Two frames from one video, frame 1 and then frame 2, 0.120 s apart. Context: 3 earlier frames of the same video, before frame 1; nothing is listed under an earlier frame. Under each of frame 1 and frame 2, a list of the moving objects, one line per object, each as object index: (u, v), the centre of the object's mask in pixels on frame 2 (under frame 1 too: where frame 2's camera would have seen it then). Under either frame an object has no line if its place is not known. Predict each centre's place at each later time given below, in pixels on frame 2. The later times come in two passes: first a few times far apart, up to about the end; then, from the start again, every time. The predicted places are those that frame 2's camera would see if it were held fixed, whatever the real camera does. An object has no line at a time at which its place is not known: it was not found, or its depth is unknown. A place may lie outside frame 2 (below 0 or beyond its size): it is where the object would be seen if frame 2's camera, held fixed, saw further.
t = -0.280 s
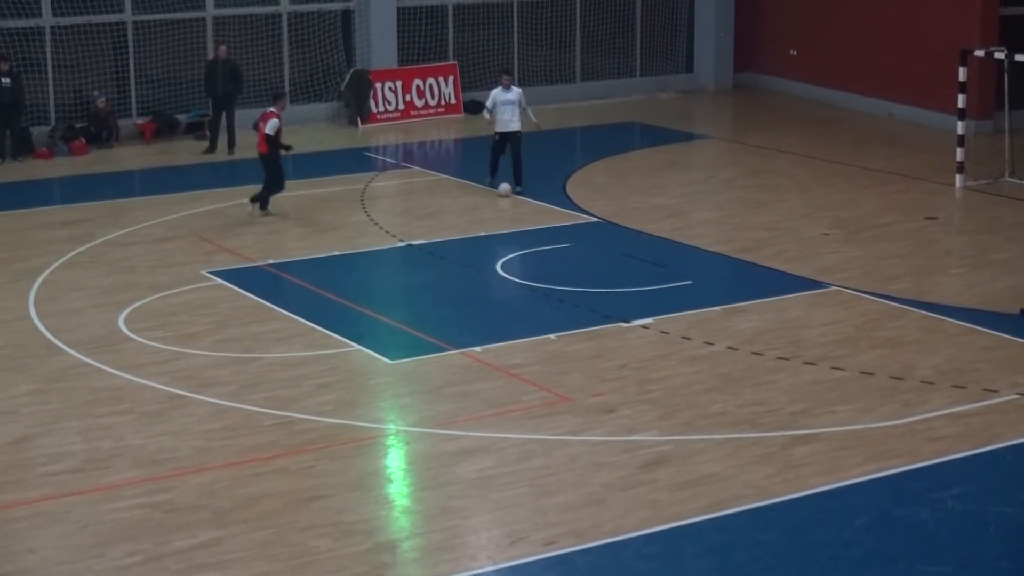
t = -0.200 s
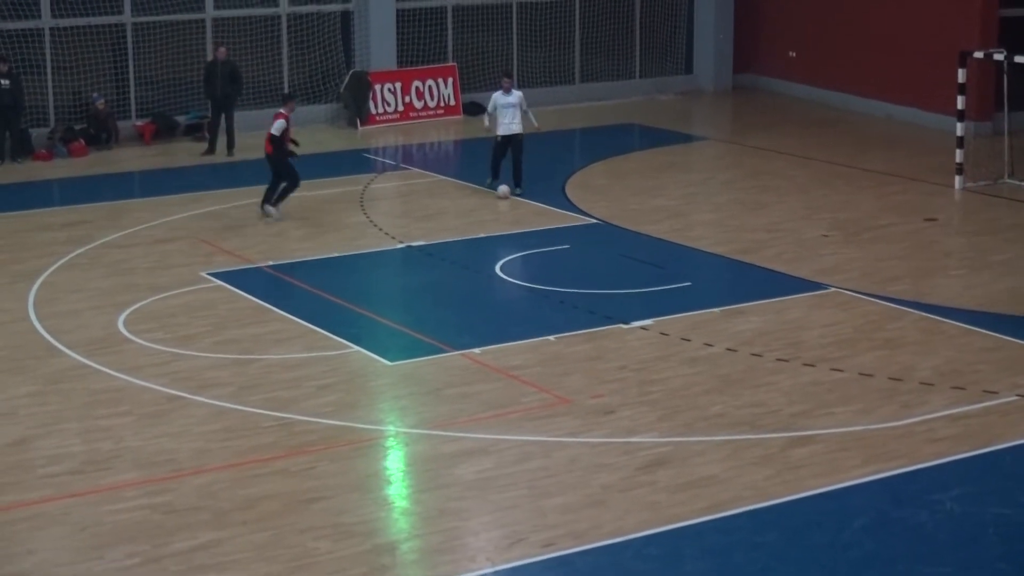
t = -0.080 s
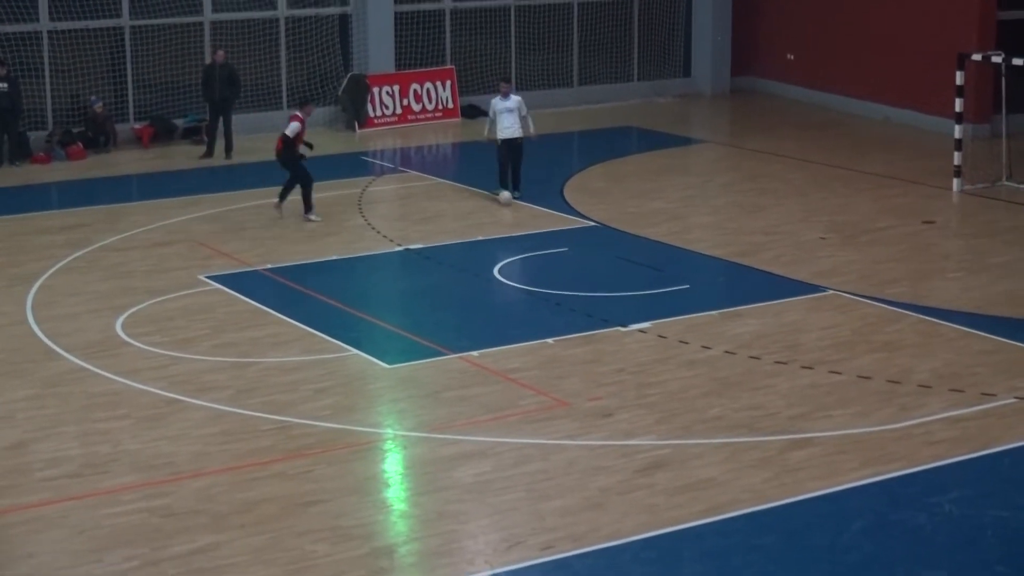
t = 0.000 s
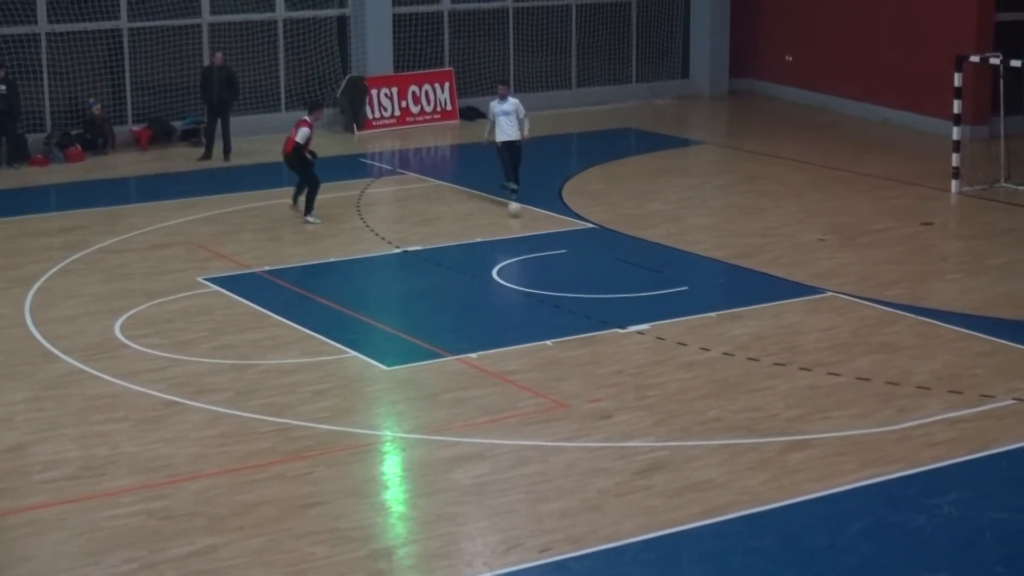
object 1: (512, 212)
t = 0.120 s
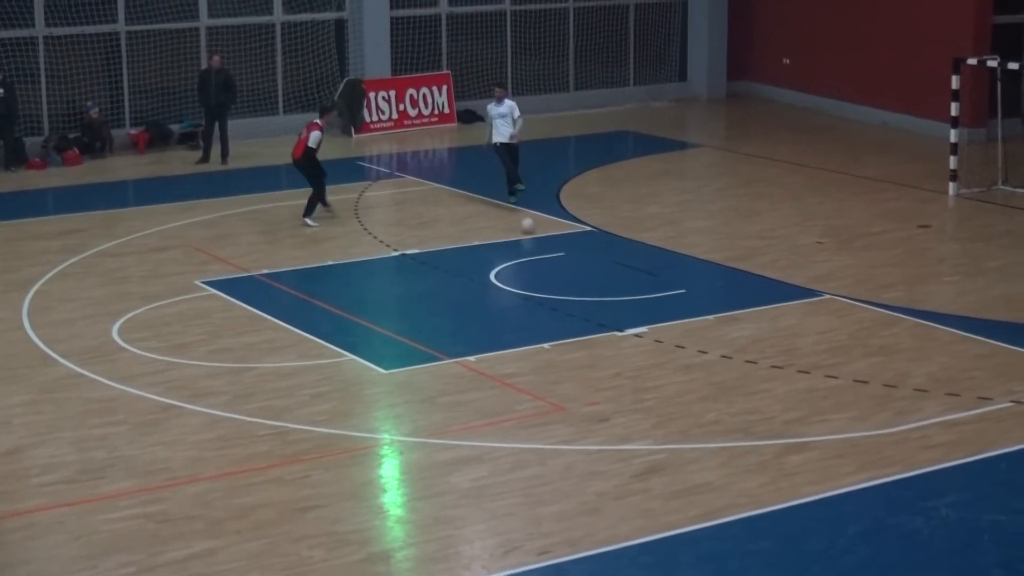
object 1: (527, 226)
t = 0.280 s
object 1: (548, 242)
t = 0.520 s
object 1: (578, 268)
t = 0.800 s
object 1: (615, 297)
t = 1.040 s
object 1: (650, 325)
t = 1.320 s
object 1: (695, 364)
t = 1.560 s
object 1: (740, 400)
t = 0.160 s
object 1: (533, 229)
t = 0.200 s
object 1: (538, 234)
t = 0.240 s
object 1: (543, 239)
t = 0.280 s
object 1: (548, 242)
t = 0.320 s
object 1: (553, 248)
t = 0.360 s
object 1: (559, 251)
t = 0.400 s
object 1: (563, 256)
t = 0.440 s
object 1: (568, 260)
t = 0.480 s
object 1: (573, 264)
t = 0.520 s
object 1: (578, 268)
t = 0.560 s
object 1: (583, 272)
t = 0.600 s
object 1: (588, 276)
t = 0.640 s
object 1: (593, 279)
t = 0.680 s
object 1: (598, 283)
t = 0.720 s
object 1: (605, 289)
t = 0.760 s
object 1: (609, 292)
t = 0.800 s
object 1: (615, 297)
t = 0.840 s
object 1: (621, 302)
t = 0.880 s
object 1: (626, 305)
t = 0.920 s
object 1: (632, 309)
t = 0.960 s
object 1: (638, 315)
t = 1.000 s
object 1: (644, 321)
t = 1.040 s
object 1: (650, 325)
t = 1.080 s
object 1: (656, 332)
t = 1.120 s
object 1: (662, 337)
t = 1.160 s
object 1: (669, 342)
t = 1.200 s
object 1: (675, 348)
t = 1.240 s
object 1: (681, 353)
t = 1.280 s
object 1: (688, 359)
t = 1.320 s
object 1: (695, 364)
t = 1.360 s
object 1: (703, 369)
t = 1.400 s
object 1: (711, 376)
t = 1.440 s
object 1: (718, 381)
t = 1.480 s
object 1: (725, 388)
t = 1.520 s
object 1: (733, 394)
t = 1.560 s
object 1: (740, 400)
